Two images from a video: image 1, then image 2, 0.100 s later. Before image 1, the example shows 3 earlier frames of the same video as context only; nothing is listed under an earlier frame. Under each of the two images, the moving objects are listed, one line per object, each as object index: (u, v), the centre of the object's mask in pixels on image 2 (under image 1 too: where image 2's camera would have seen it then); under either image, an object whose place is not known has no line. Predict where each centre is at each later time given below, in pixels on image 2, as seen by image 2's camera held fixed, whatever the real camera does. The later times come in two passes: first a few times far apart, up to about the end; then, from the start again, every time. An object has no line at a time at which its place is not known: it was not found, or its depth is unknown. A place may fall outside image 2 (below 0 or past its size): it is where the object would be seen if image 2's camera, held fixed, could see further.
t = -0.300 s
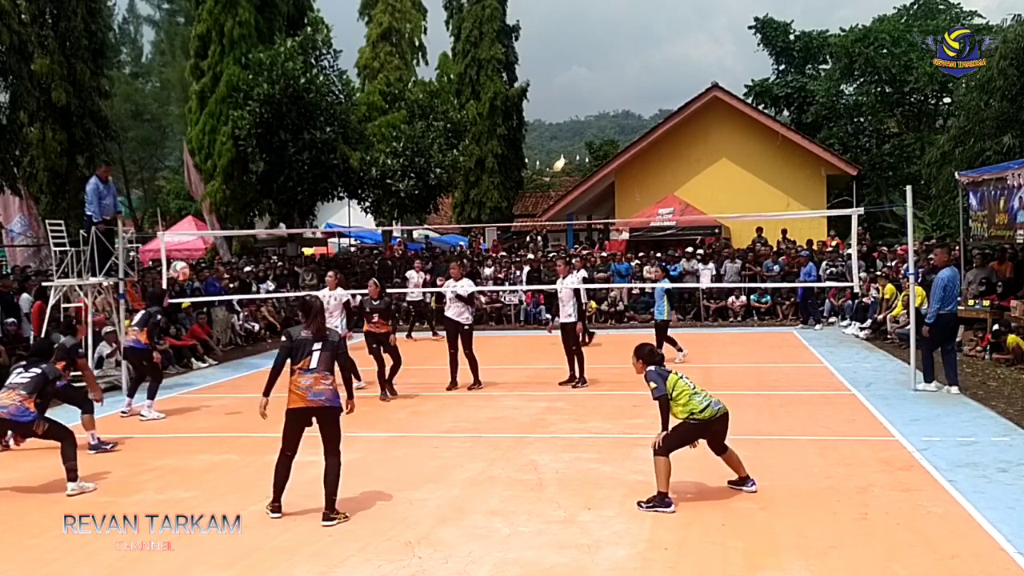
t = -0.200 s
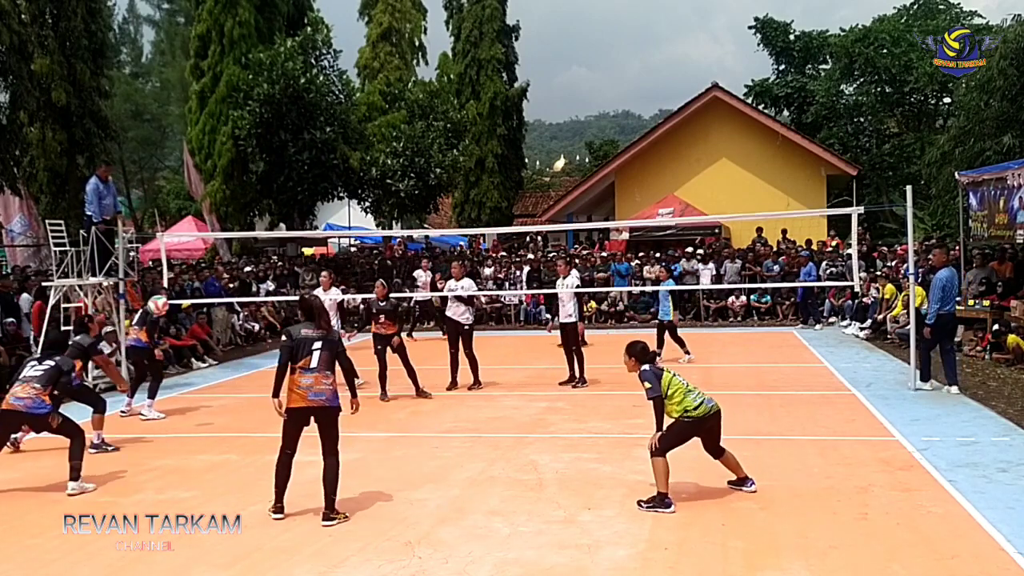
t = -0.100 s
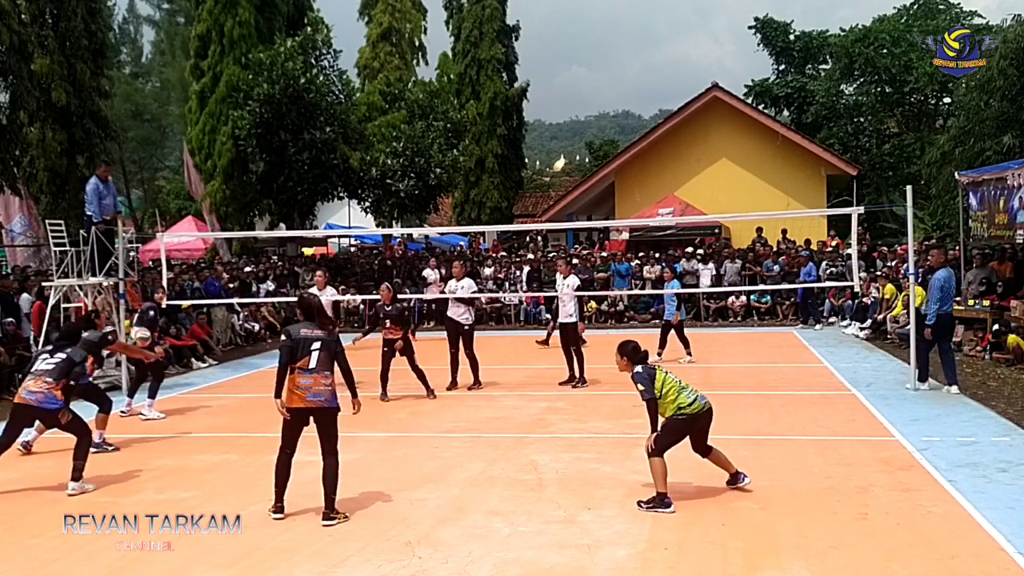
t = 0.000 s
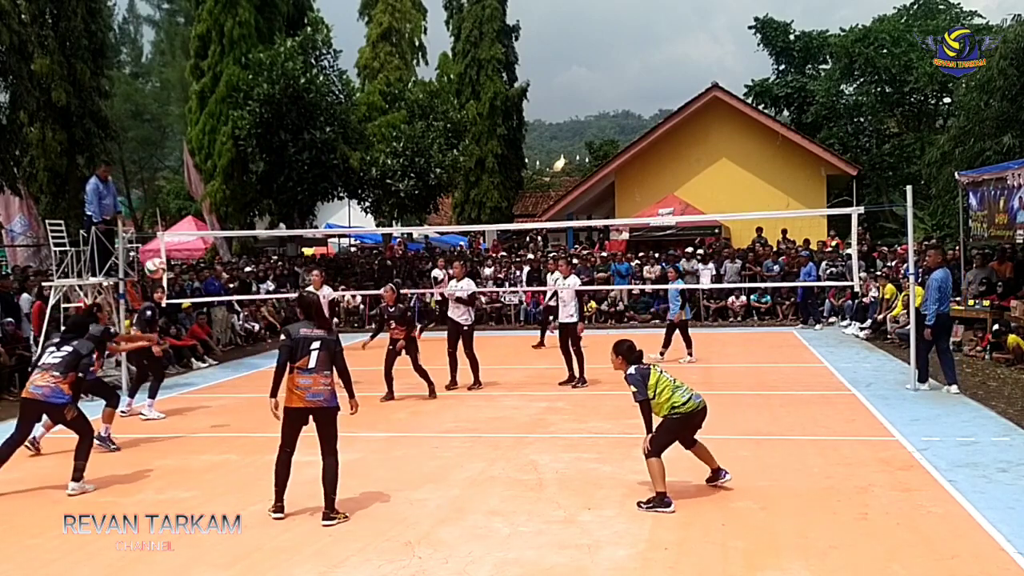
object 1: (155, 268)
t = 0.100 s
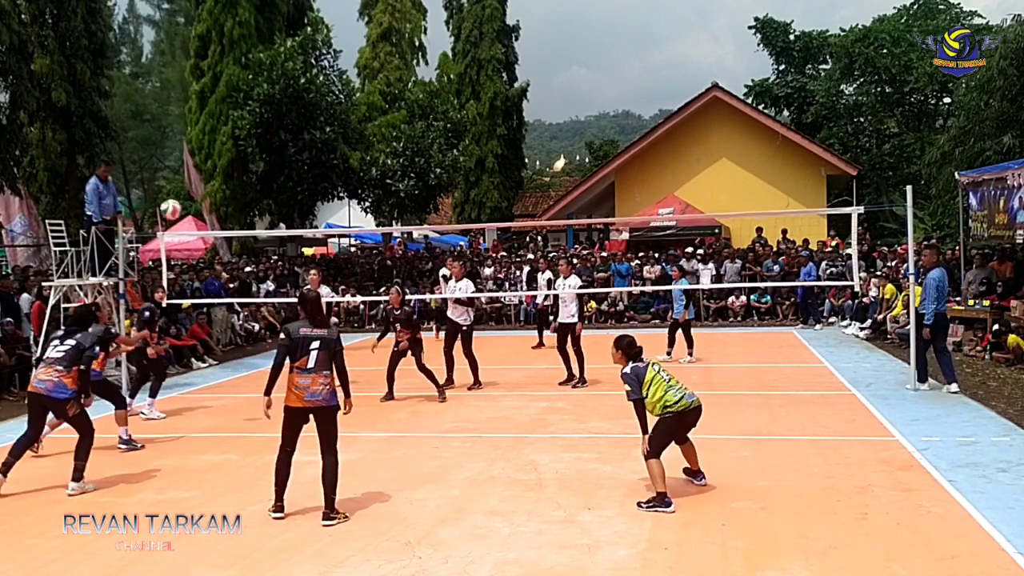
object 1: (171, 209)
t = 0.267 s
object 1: (197, 137)
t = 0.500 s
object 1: (232, 80)
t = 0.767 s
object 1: (274, 76)
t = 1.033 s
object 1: (315, 131)
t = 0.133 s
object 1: (176, 193)
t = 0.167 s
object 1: (181, 177)
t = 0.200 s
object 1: (186, 162)
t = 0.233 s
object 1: (192, 149)
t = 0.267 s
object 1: (197, 137)
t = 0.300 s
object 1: (202, 125)
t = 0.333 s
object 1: (207, 115)
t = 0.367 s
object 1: (212, 106)
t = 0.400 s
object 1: (217, 97)
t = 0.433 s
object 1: (222, 91)
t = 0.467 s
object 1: (227, 85)
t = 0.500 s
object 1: (232, 80)
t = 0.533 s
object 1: (237, 76)
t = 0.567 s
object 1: (243, 73)
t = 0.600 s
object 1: (248, 71)
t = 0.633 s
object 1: (253, 70)
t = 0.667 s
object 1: (258, 70)
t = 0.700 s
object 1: (263, 72)
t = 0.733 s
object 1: (269, 73)
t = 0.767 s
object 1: (274, 76)
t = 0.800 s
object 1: (279, 80)
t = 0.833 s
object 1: (284, 85)
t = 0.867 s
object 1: (289, 90)
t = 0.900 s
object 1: (294, 97)
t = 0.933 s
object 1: (299, 104)
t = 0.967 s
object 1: (305, 112)
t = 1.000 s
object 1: (310, 121)
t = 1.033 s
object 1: (315, 131)
